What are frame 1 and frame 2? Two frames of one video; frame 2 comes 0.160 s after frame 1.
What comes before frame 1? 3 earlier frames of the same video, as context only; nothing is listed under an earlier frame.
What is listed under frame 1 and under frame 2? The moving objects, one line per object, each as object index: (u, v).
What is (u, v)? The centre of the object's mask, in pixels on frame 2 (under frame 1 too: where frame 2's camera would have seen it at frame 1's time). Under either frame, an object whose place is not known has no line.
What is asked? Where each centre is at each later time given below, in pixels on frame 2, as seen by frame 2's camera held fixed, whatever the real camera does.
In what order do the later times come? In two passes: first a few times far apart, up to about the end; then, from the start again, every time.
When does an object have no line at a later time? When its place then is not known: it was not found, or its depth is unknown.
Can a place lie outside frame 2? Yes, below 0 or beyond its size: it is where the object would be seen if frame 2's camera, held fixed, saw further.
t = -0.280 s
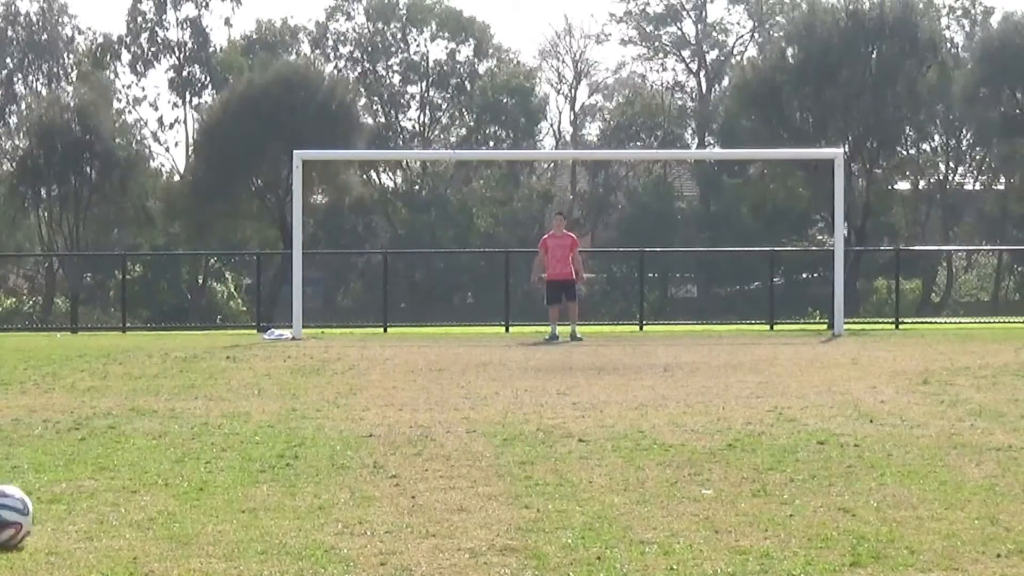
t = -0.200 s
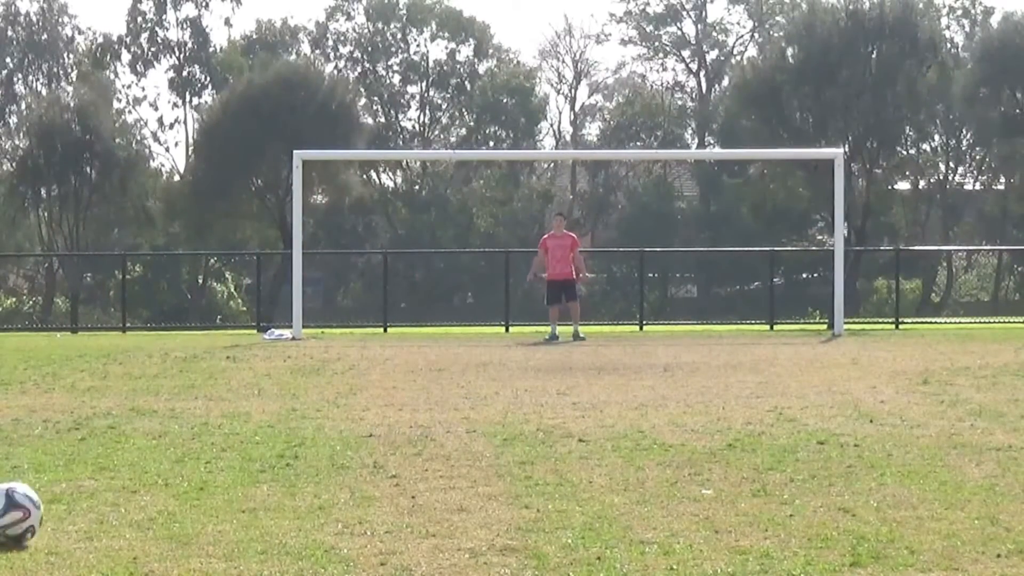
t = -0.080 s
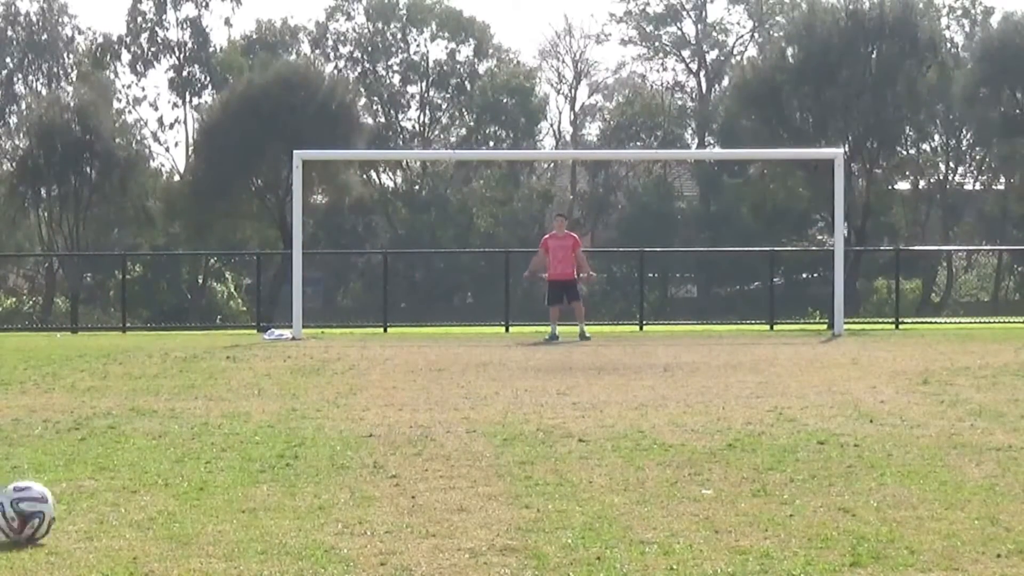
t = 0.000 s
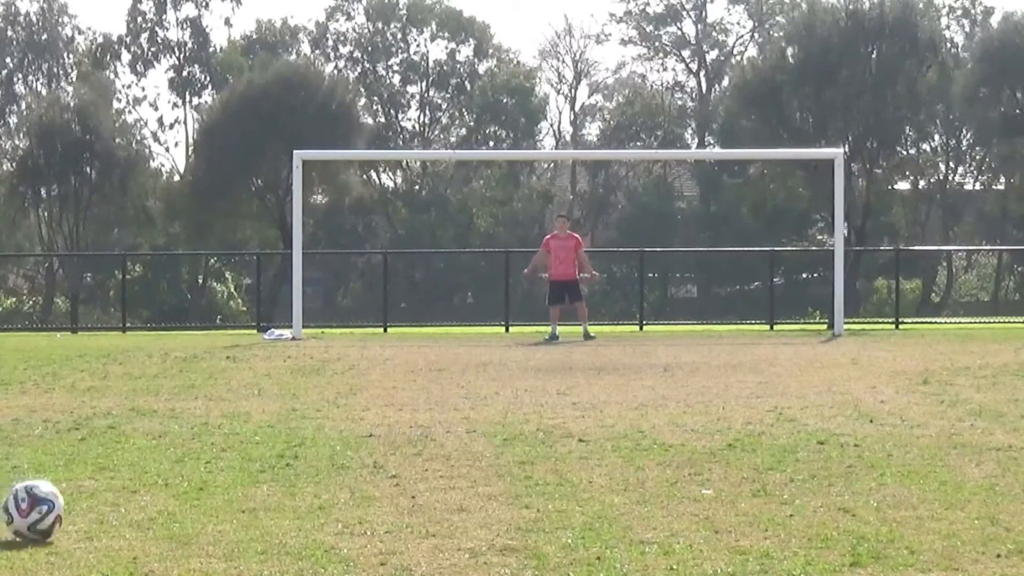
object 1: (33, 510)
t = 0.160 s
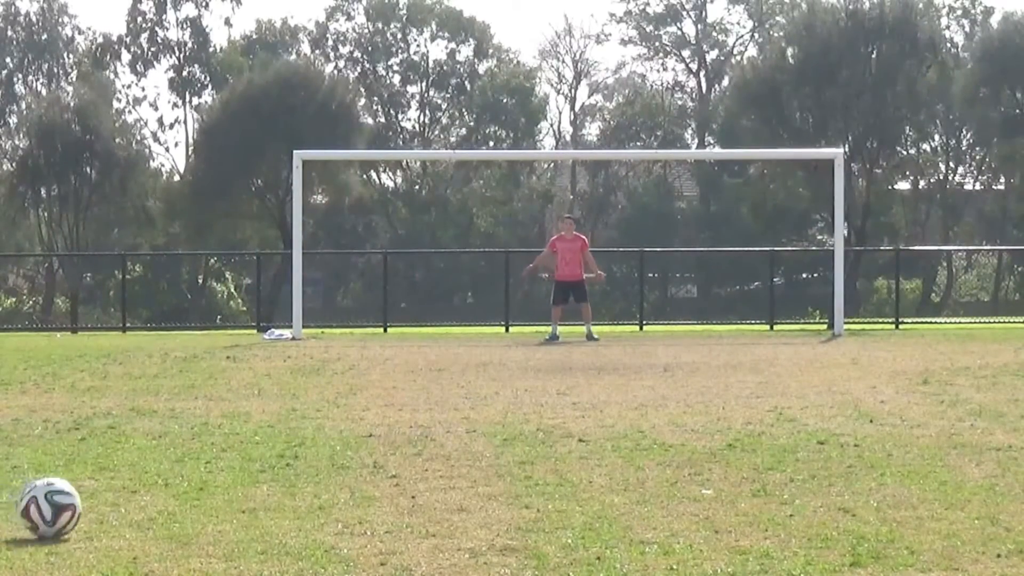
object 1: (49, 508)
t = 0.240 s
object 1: (58, 507)
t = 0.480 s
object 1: (83, 504)
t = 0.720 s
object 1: (103, 500)
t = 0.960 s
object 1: (122, 497)
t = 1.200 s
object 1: (133, 495)
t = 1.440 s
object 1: (141, 493)
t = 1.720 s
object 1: (154, 492)
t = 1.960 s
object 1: (167, 493)
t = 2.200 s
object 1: (175, 493)
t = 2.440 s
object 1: (176, 493)
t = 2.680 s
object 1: (174, 493)
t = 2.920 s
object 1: (171, 493)
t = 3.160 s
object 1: (168, 494)
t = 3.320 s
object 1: (167, 493)
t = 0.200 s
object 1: (54, 507)
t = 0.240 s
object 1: (58, 507)
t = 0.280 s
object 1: (63, 507)
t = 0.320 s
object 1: (67, 506)
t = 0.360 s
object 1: (71, 505)
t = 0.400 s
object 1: (75, 504)
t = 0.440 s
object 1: (79, 505)
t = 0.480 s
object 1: (83, 504)
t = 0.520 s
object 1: (86, 503)
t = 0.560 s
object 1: (90, 502)
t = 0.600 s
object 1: (93, 501)
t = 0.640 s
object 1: (97, 500)
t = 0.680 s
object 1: (100, 501)
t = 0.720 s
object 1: (103, 500)
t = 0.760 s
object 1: (106, 499)
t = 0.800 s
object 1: (110, 499)
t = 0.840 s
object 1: (113, 499)
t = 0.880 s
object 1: (116, 499)
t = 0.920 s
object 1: (119, 498)
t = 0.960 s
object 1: (122, 497)
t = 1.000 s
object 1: (125, 496)
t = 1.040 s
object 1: (126, 496)
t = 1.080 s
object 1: (128, 496)
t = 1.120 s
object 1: (130, 496)
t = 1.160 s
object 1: (132, 495)
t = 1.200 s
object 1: (133, 495)
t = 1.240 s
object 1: (134, 494)
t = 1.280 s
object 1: (135, 494)
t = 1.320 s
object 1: (137, 493)
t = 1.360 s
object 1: (138, 493)
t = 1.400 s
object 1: (139, 493)
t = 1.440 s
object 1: (141, 493)
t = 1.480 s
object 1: (144, 493)
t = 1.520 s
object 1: (146, 493)
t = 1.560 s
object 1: (148, 492)
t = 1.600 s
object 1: (149, 492)
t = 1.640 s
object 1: (151, 492)
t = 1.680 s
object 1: (152, 492)
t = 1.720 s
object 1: (154, 492)
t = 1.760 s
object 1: (155, 492)
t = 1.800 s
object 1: (158, 493)
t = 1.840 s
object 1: (160, 493)
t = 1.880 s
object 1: (163, 493)
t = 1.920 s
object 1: (165, 493)
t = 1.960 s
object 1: (167, 493)
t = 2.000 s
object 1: (169, 493)
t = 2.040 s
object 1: (171, 493)
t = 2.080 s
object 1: (172, 493)
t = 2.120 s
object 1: (173, 493)
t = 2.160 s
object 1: (174, 493)
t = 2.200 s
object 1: (175, 493)
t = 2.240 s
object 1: (176, 493)
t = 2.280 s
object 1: (176, 493)
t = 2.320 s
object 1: (176, 493)
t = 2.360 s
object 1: (176, 493)
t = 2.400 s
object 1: (176, 493)
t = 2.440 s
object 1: (176, 493)
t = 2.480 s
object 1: (176, 493)
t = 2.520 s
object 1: (175, 493)
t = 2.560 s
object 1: (175, 493)
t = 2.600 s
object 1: (175, 493)
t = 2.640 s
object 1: (174, 493)
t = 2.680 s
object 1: (174, 493)
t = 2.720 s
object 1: (173, 493)
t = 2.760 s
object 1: (173, 493)
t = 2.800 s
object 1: (173, 493)
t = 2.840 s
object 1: (172, 493)
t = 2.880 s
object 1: (172, 493)
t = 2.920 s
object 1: (171, 493)
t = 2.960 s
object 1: (170, 493)
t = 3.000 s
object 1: (170, 493)
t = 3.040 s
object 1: (169, 493)
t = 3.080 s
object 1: (169, 494)
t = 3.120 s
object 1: (168, 494)
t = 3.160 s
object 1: (168, 494)
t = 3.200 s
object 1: (168, 494)
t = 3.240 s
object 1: (168, 493)
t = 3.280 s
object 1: (167, 494)
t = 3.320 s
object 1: (167, 493)
